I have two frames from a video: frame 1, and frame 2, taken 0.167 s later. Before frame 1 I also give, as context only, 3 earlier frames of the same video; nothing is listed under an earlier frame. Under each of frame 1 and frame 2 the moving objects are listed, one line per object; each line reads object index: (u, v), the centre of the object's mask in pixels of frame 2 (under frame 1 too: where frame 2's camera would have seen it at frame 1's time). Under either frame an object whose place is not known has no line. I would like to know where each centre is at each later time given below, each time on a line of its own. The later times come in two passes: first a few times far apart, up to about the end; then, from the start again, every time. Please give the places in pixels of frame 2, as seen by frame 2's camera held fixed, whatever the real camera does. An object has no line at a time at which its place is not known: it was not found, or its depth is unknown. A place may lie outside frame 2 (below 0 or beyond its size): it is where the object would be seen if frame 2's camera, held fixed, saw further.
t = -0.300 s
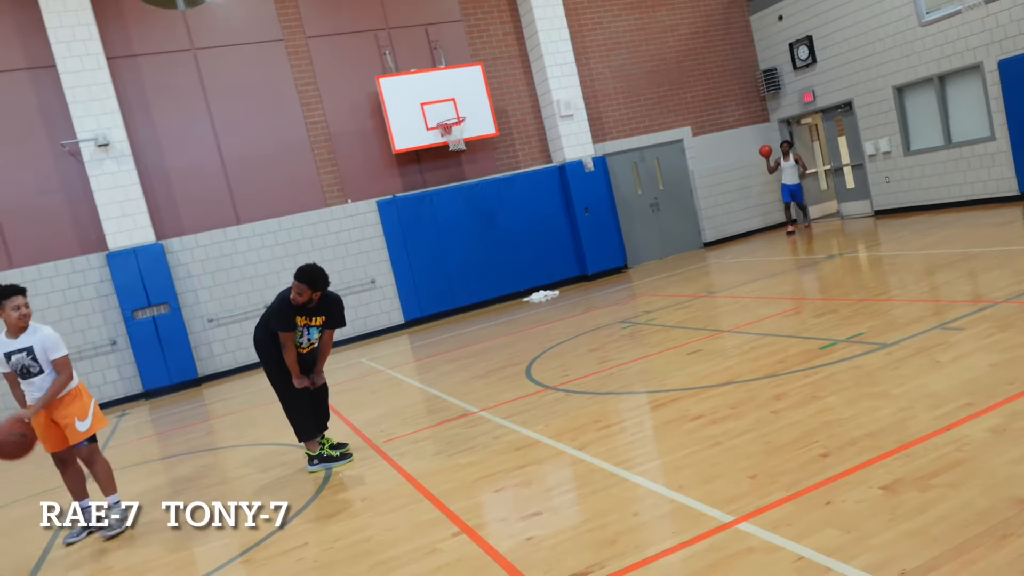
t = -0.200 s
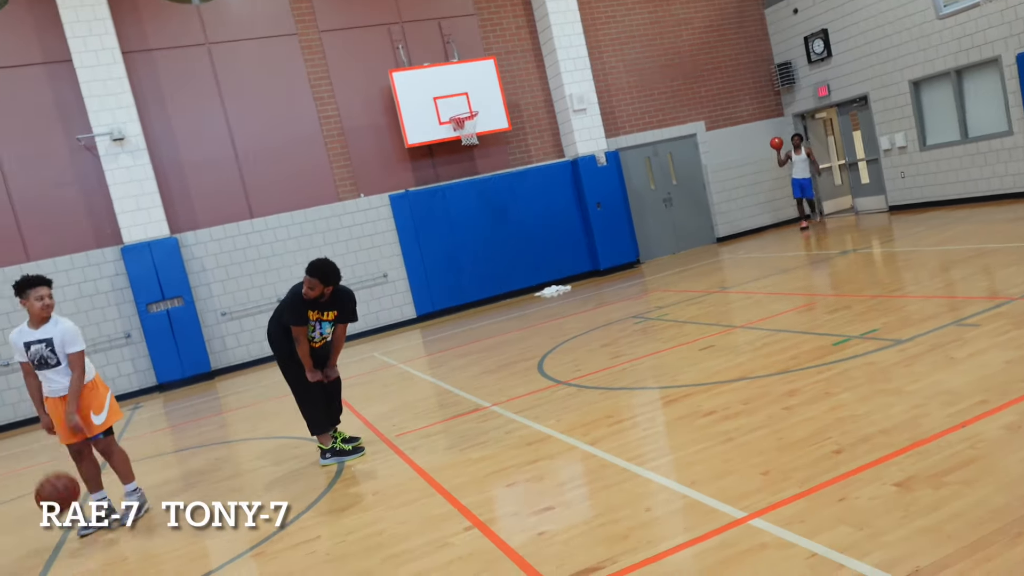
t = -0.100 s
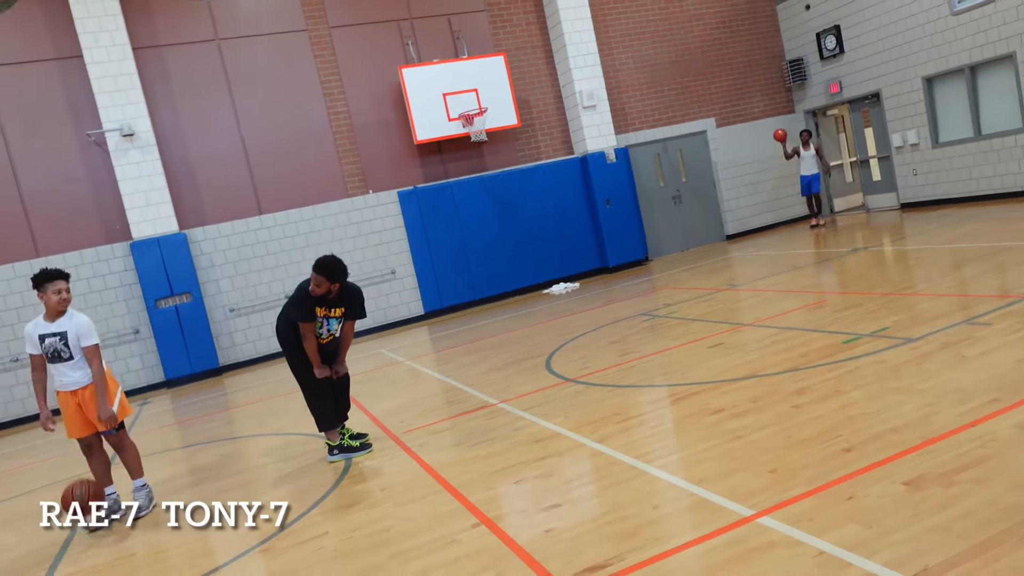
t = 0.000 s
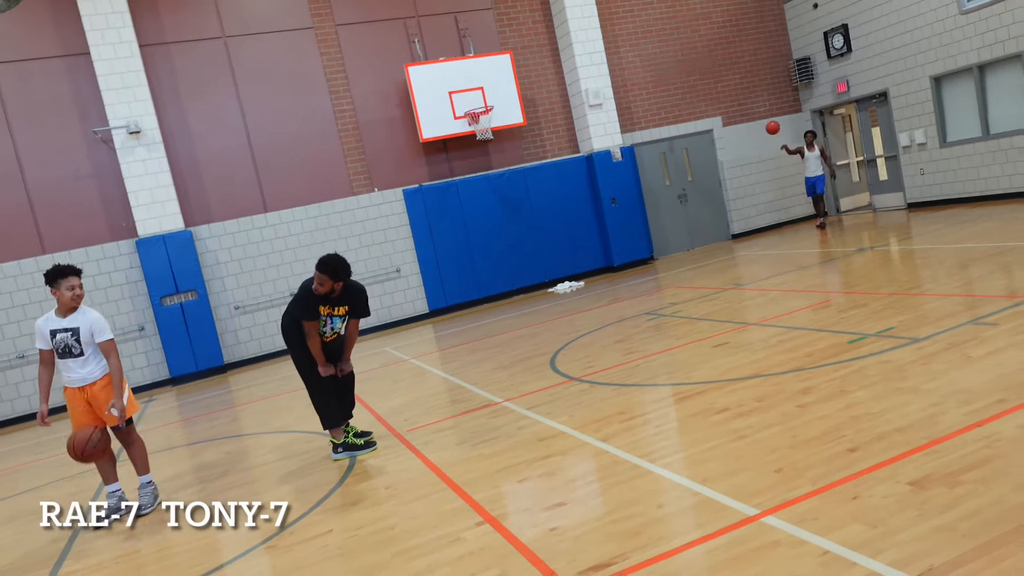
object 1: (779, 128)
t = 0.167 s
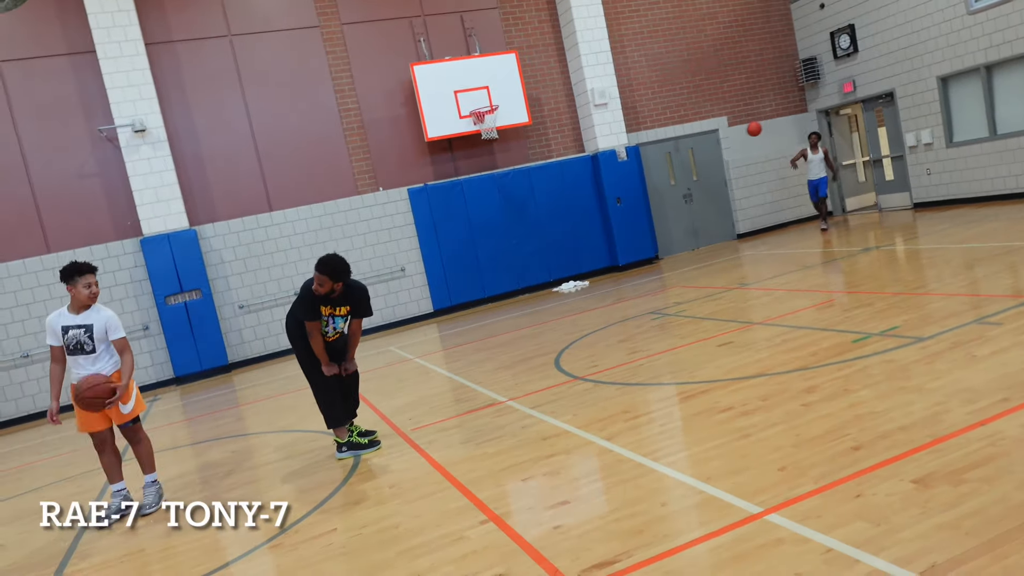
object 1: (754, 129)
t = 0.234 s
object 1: (744, 135)
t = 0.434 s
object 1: (715, 172)
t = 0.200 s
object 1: (749, 131)
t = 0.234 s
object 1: (744, 135)
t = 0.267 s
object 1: (739, 139)
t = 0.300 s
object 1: (734, 144)
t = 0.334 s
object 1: (730, 149)
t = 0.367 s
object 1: (725, 156)
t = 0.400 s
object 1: (720, 163)
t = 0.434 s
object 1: (715, 172)
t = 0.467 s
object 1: (710, 182)
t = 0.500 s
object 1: (703, 192)
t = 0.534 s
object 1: (697, 205)
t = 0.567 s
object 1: (692, 217)
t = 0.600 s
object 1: (686, 232)
